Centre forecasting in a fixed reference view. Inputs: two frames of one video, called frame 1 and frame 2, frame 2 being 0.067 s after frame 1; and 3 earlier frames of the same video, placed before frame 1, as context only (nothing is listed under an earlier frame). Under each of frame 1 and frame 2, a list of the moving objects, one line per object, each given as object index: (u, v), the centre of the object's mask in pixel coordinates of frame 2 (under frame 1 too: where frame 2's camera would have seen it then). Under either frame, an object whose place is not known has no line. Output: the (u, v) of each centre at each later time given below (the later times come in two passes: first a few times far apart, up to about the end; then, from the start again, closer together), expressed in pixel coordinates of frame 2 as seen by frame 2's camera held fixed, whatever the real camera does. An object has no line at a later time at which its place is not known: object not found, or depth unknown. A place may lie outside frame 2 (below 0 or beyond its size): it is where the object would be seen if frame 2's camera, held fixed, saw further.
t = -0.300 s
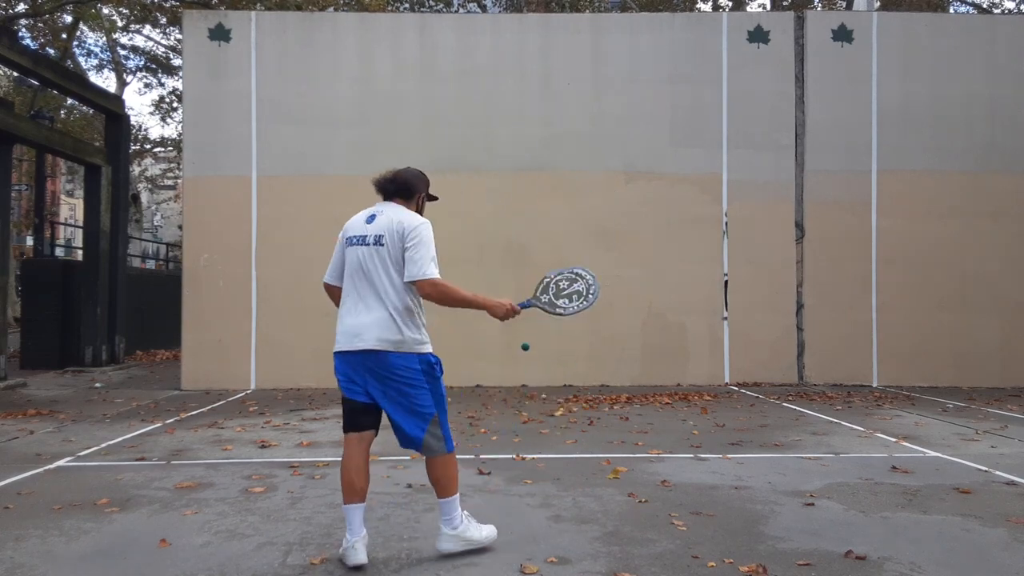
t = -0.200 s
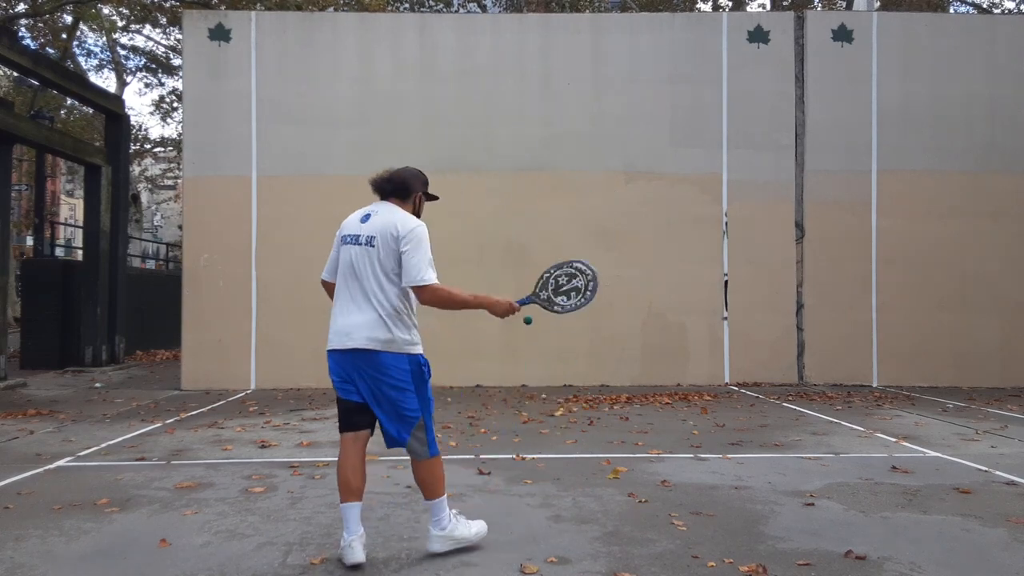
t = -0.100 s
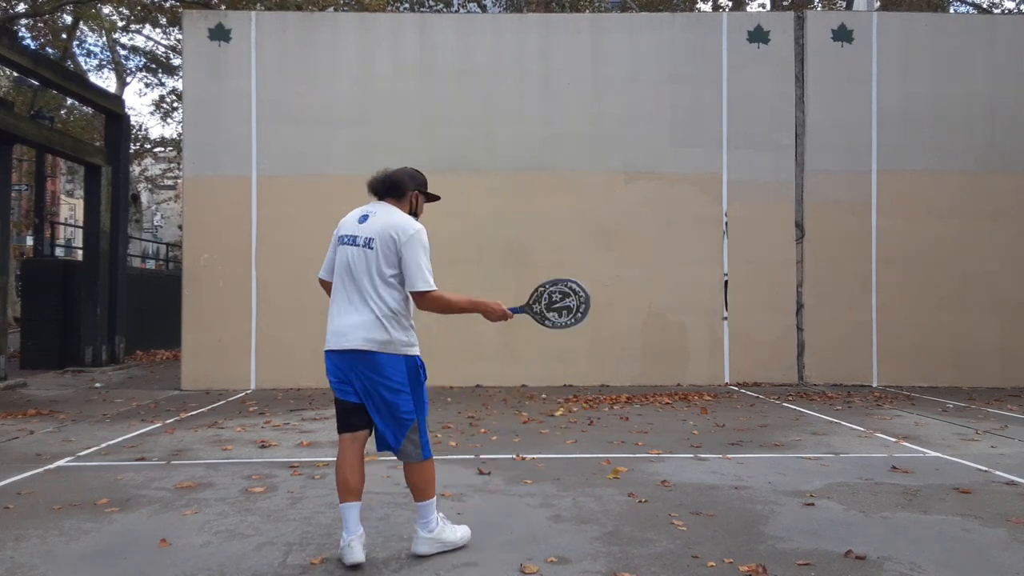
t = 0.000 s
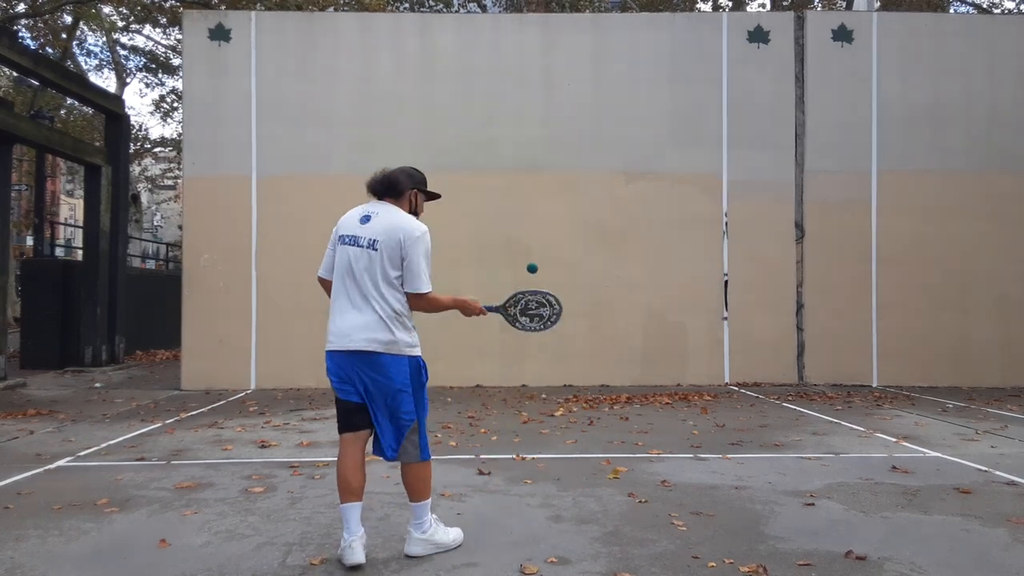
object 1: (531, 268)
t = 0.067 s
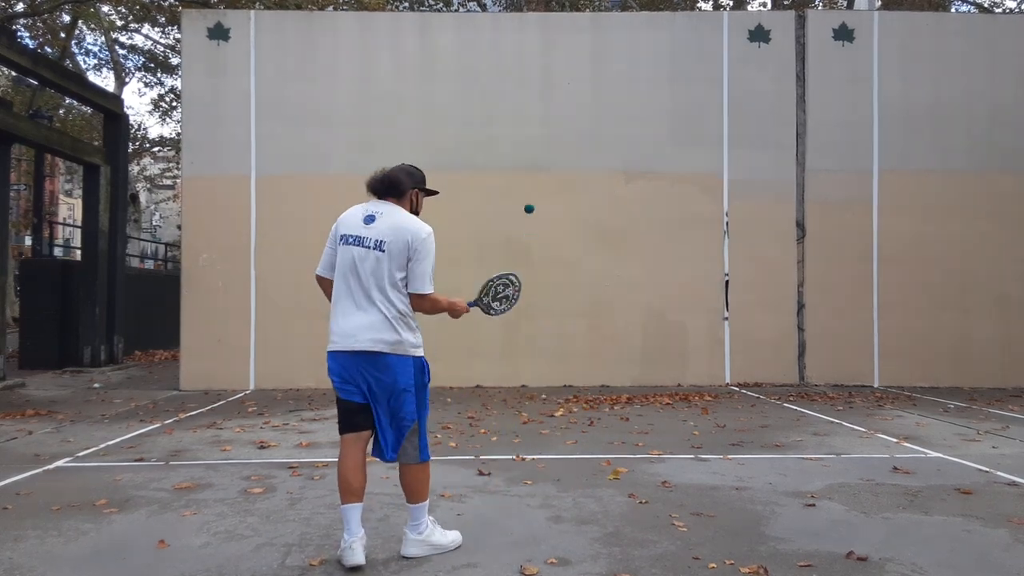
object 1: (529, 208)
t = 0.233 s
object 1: (524, 133)
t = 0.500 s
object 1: (521, 118)
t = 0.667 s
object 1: (521, 142)
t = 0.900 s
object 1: (523, 196)
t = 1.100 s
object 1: (528, 249)
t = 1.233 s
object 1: (533, 314)
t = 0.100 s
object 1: (527, 186)
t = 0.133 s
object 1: (526, 168)
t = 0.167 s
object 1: (525, 154)
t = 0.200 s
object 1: (524, 142)
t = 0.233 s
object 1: (524, 133)
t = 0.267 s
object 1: (523, 125)
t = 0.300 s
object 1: (522, 120)
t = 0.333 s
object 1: (522, 116)
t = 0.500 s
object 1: (521, 118)
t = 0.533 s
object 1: (521, 121)
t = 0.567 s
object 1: (521, 125)
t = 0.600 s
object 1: (521, 130)
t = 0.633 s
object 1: (521, 136)
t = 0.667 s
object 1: (521, 142)
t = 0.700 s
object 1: (521, 149)
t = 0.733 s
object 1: (522, 156)
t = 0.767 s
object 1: (522, 163)
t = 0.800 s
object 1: (522, 172)
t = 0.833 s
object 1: (522, 180)
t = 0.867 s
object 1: (522, 189)
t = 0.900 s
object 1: (523, 196)
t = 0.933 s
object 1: (524, 201)
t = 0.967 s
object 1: (524, 208)
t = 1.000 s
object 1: (525, 217)
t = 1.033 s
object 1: (526, 226)
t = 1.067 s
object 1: (527, 236)
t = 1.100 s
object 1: (528, 249)
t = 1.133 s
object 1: (529, 263)
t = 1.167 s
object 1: (530, 278)
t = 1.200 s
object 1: (532, 296)
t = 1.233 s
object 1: (533, 314)
